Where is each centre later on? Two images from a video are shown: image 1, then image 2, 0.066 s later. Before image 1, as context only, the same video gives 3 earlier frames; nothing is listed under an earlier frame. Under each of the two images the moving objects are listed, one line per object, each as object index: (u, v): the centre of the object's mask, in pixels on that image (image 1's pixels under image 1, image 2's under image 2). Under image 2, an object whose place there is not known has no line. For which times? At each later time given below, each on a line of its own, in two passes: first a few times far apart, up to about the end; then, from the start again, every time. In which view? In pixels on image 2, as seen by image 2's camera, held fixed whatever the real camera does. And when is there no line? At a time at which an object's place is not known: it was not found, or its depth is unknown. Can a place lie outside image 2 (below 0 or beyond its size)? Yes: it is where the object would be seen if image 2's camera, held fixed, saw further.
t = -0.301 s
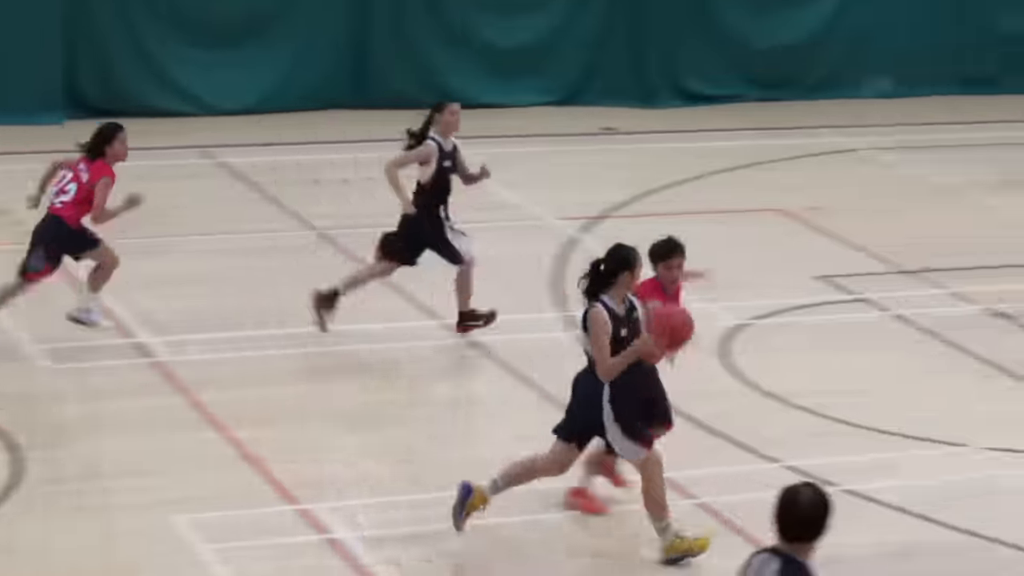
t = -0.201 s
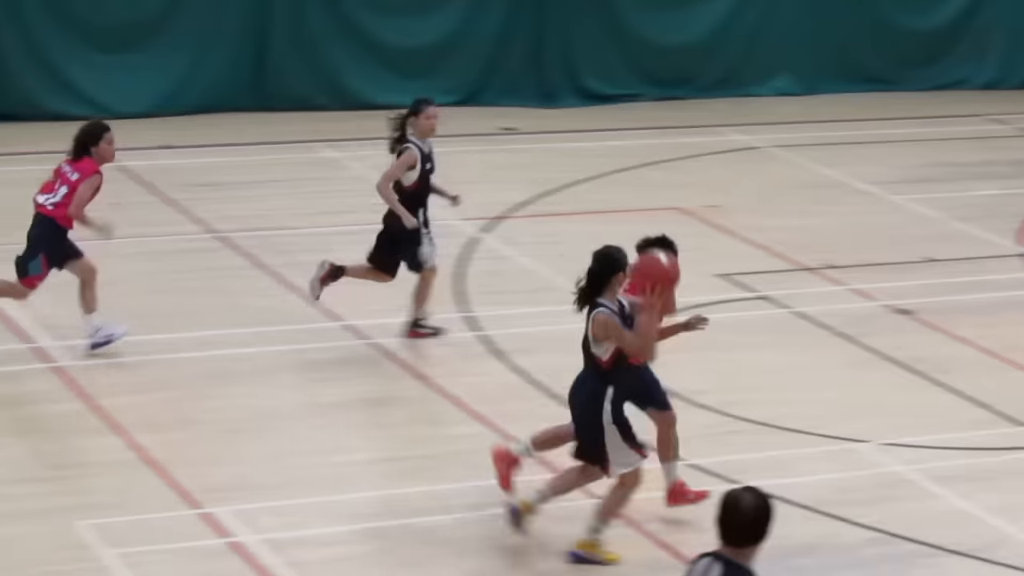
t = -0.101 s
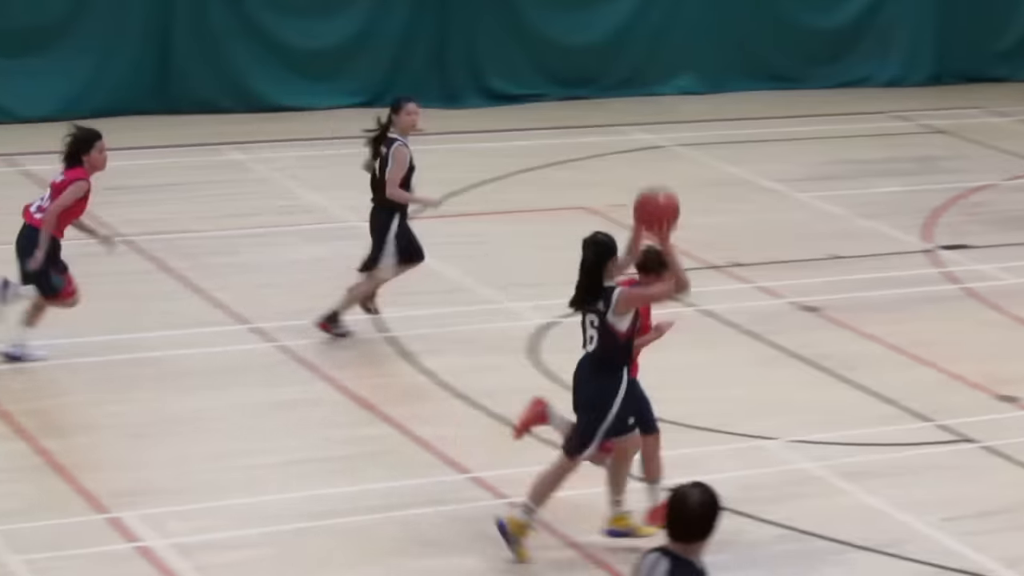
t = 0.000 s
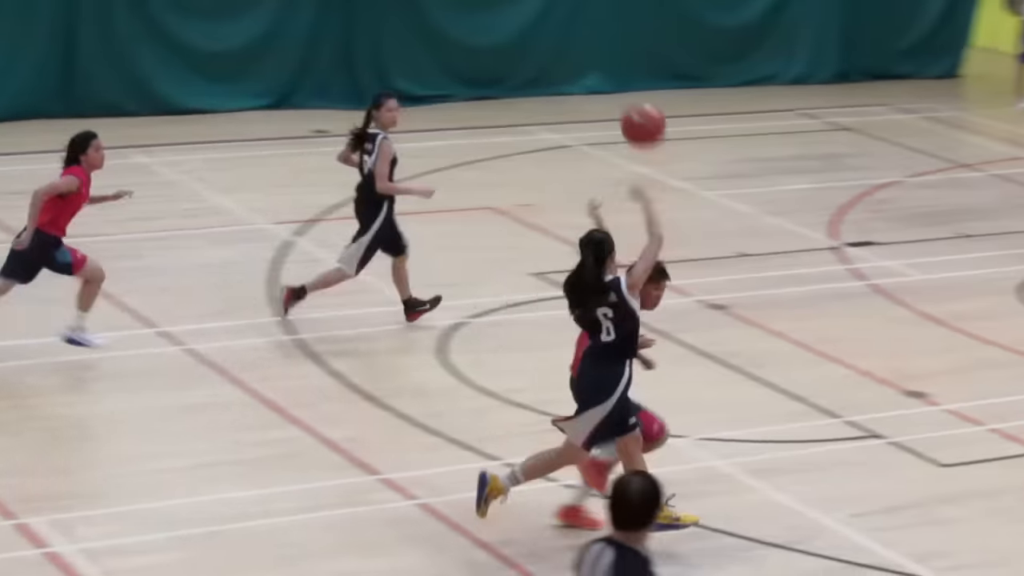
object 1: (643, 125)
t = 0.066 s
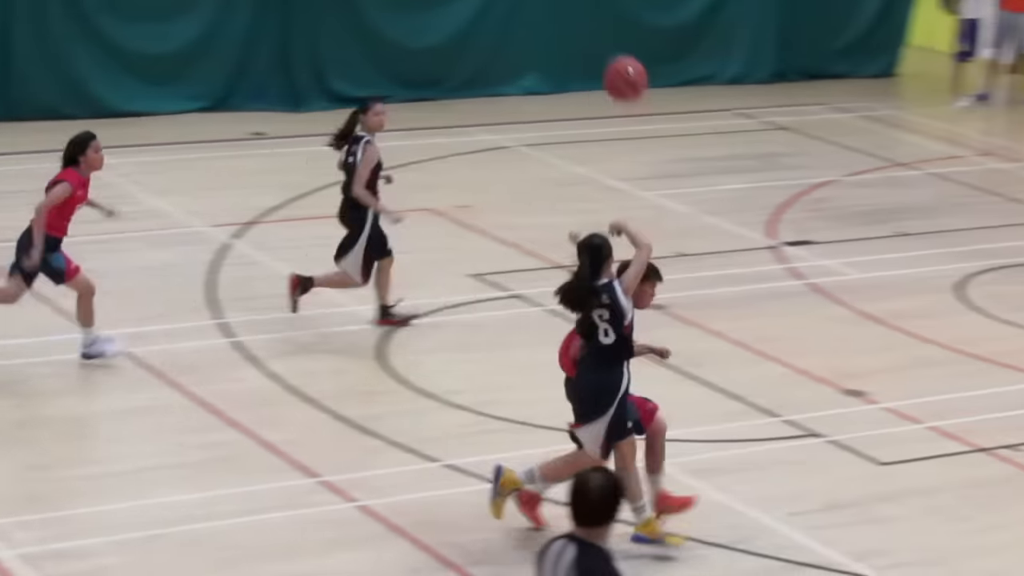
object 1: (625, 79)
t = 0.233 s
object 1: (722, 9)
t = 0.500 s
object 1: (843, 1)
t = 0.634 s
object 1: (884, 30)
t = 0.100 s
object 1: (646, 60)
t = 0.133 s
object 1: (666, 43)
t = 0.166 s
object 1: (685, 29)
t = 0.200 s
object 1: (705, 18)
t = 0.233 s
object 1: (722, 9)
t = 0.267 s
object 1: (739, 2)
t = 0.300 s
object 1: (756, -3)
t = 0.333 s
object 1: (771, -7)
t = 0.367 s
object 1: (787, -10)
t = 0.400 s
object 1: (801, -10)
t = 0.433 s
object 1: (814, -8)
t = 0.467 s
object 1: (828, -4)
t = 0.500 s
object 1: (843, 1)
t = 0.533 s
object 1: (855, 6)
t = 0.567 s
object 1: (865, 11)
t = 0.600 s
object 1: (875, 19)
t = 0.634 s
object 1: (884, 30)
